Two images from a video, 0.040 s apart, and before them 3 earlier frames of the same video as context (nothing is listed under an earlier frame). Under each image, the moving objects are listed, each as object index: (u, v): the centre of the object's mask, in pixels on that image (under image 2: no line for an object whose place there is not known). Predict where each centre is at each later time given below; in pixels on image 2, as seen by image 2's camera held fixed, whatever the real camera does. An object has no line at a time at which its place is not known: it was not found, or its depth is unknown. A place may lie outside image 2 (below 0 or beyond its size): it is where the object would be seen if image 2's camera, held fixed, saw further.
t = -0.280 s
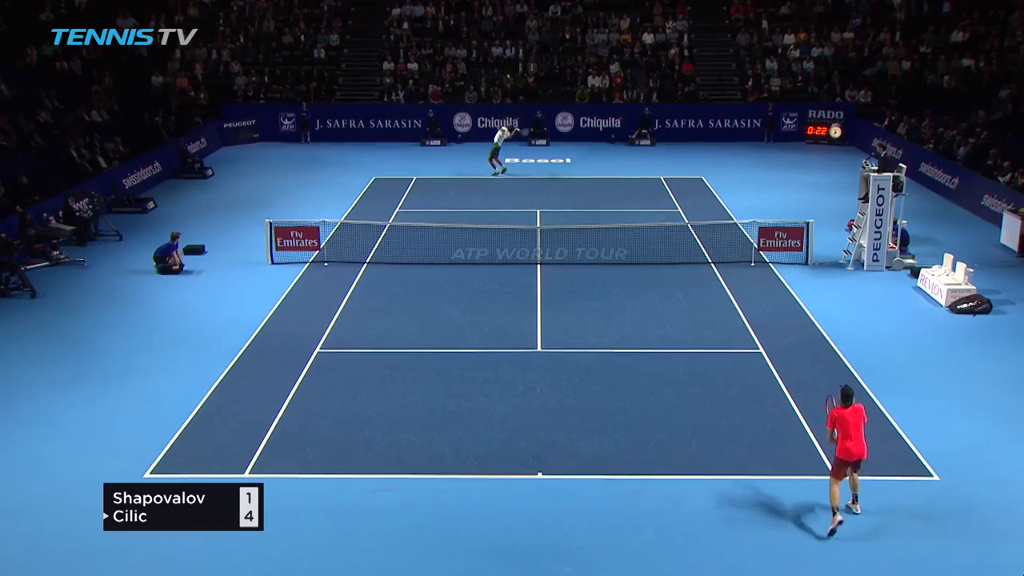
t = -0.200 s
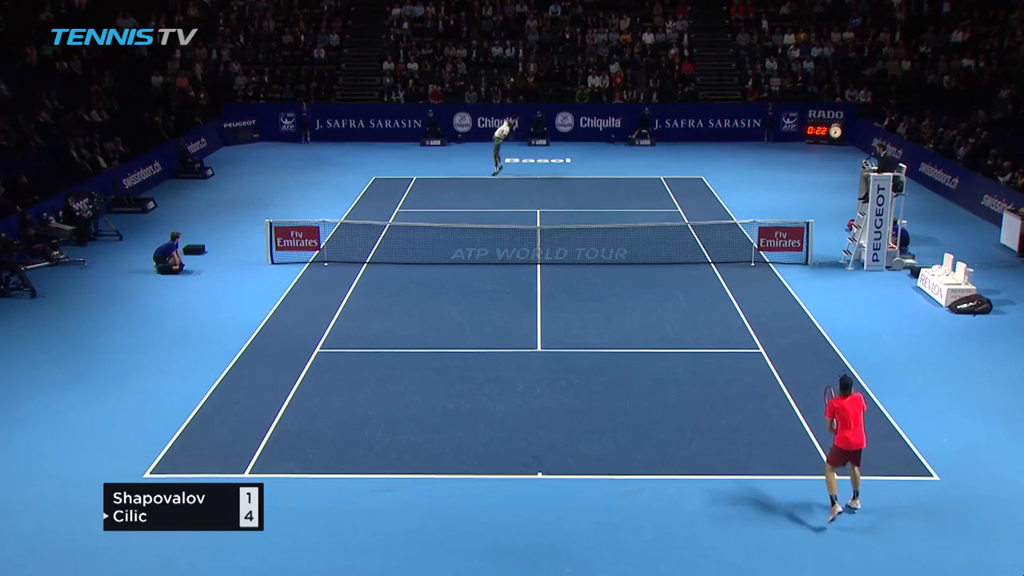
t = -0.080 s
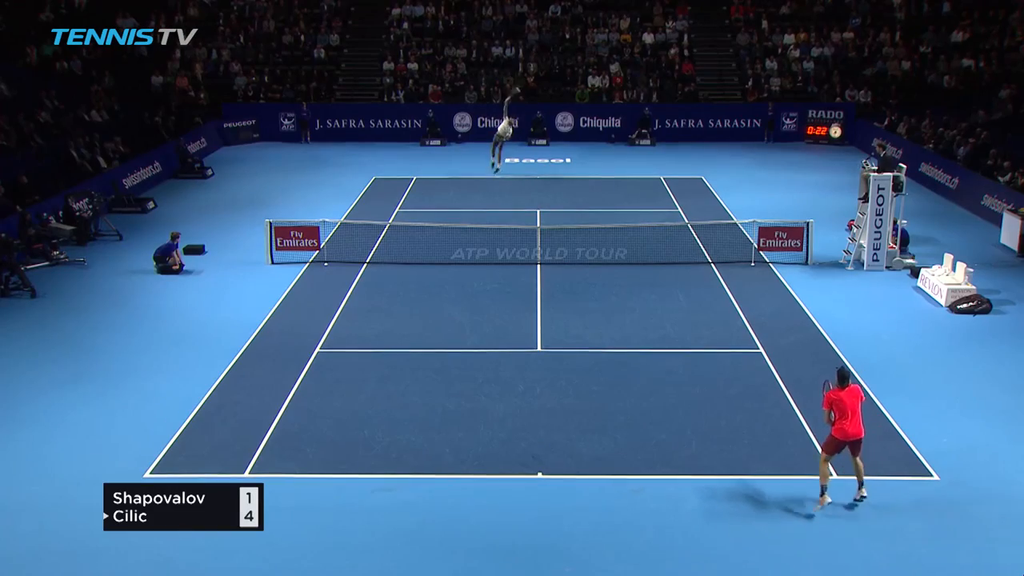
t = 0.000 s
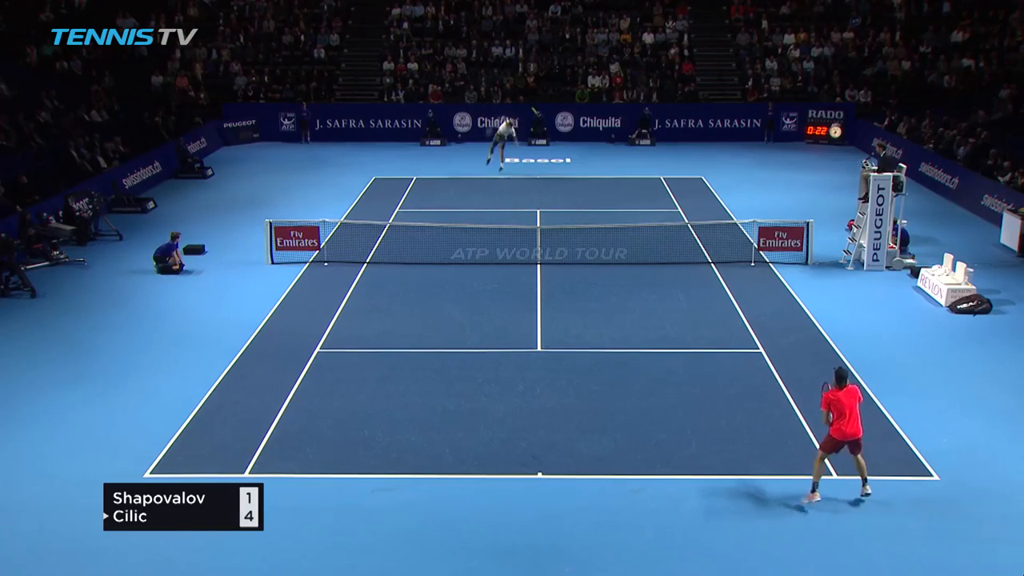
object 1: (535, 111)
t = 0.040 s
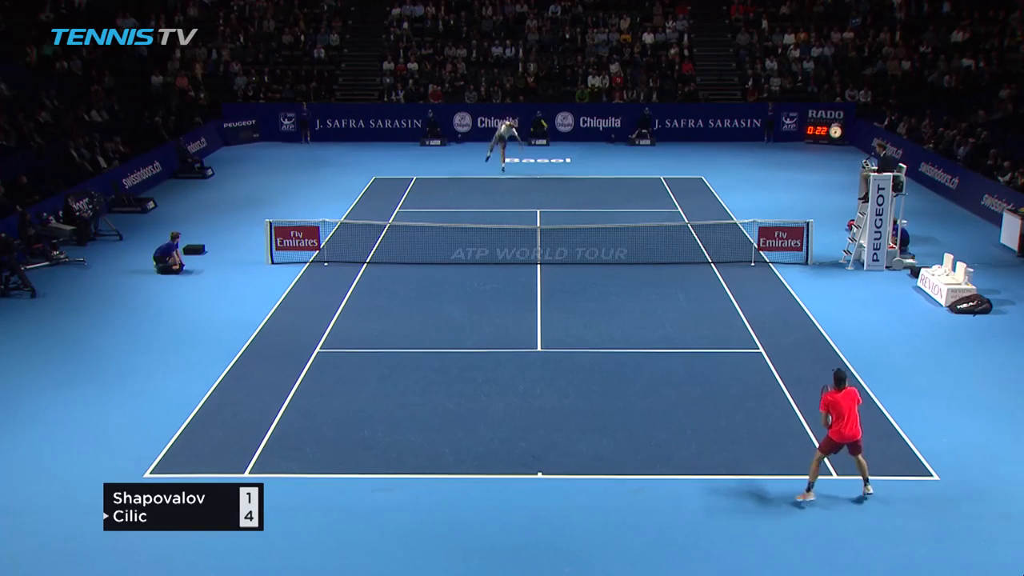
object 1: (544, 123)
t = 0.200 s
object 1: (592, 189)
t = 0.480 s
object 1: (698, 300)
